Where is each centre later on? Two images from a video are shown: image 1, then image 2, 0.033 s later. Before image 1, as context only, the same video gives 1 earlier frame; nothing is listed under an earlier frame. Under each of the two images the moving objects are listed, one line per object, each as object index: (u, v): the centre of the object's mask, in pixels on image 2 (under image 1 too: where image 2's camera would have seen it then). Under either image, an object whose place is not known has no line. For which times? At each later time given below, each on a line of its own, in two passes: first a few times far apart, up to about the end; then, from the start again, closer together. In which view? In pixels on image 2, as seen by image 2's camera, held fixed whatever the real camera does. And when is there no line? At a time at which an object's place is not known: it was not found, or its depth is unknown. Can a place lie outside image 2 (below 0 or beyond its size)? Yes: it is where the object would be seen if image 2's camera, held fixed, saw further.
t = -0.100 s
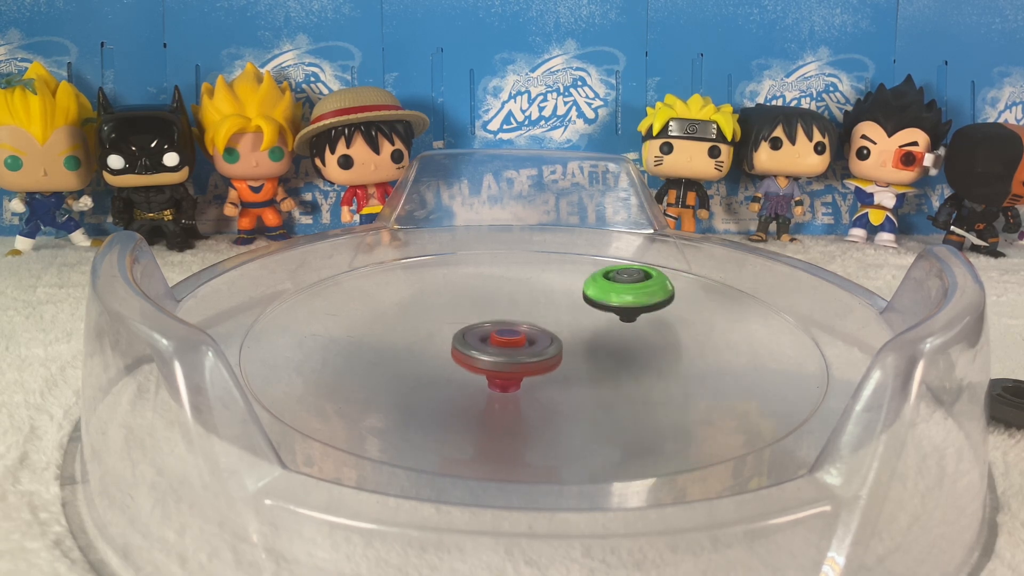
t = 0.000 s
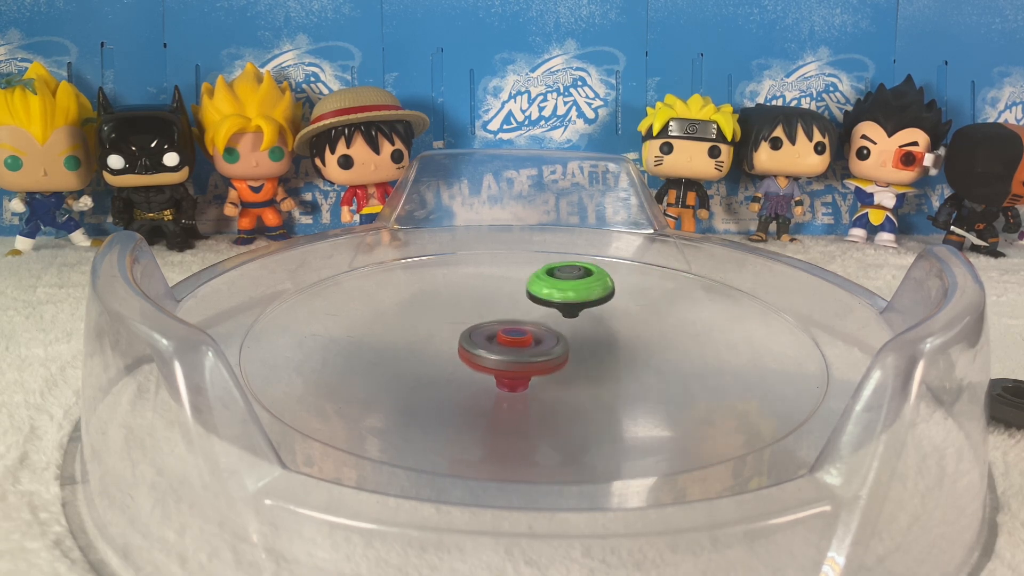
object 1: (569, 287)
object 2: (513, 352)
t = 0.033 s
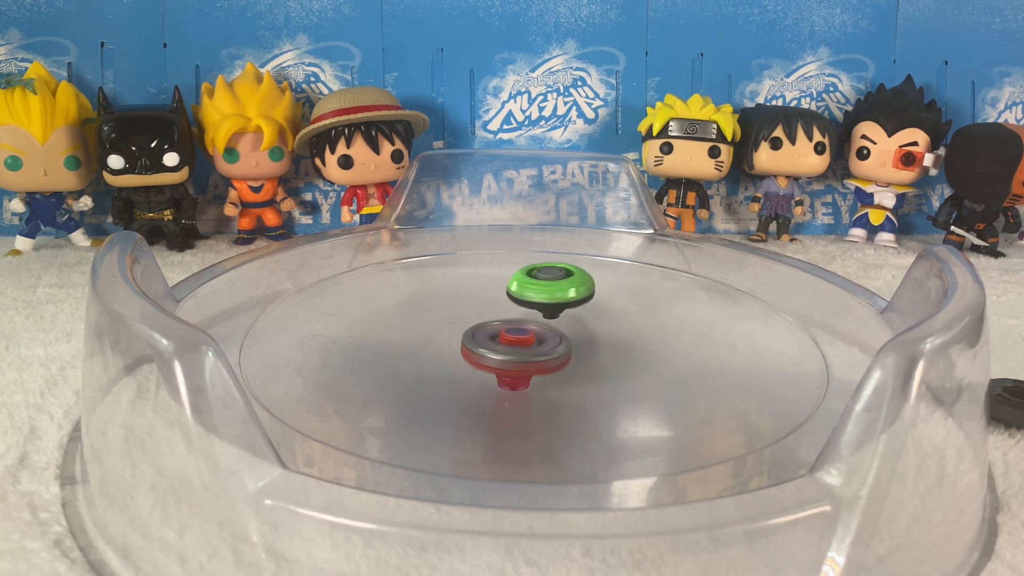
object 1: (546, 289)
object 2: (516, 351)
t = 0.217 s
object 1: (445, 308)
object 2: (517, 344)
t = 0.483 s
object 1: (390, 357)
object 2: (528, 344)
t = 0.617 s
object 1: (433, 383)
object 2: (524, 338)
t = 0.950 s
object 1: (603, 375)
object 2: (499, 334)
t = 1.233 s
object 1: (593, 318)
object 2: (516, 344)
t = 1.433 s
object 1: (521, 294)
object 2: (543, 343)
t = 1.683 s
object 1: (449, 309)
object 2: (543, 328)
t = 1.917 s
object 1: (411, 341)
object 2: (555, 329)
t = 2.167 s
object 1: (493, 378)
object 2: (547, 327)
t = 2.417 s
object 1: (616, 371)
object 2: (540, 330)
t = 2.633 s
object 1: (651, 338)
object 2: (527, 336)
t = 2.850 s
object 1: (623, 312)
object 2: (529, 348)
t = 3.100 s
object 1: (532, 308)
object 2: (569, 350)
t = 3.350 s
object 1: (452, 334)
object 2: (566, 339)
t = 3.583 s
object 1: (437, 367)
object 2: (539, 342)
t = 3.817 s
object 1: (495, 388)
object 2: (542, 341)
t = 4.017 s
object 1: (555, 387)
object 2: (545, 332)
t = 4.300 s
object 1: (623, 367)
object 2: (485, 314)
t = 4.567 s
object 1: (586, 328)
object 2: (461, 342)
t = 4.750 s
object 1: (525, 308)
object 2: (517, 356)
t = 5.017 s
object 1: (450, 320)
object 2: (569, 332)
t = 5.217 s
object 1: (442, 342)
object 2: (535, 316)
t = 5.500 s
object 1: (511, 374)
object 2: (497, 319)
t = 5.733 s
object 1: (623, 379)
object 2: (513, 327)
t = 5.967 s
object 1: (661, 350)
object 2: (525, 331)
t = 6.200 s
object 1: (612, 328)
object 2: (510, 330)
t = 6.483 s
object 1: (567, 314)
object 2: (501, 352)
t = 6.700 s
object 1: (495, 321)
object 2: (563, 356)
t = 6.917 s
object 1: (460, 346)
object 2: (571, 335)
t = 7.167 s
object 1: (476, 372)
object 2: (524, 328)
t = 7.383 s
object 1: (523, 392)
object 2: (520, 328)
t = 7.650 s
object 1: (591, 377)
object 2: (517, 334)
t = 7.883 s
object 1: (604, 351)
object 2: (509, 327)
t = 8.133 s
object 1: (593, 326)
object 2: (494, 336)
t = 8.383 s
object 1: (561, 309)
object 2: (504, 345)
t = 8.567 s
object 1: (532, 303)
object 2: (508, 352)
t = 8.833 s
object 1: (495, 307)
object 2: (532, 352)
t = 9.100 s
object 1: (472, 320)
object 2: (552, 352)
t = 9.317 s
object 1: (452, 329)
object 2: (589, 353)
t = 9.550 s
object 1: (468, 349)
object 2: (579, 345)
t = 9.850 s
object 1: (486, 368)
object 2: (584, 337)
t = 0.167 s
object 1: (476, 298)
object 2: (518, 346)
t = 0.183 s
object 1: (467, 301)
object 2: (518, 345)
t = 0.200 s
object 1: (453, 304)
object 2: (517, 344)
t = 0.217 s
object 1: (445, 308)
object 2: (517, 344)
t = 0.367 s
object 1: (395, 331)
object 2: (526, 346)
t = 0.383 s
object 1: (392, 334)
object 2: (527, 346)
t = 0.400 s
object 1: (390, 338)
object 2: (527, 346)
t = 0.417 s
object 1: (388, 342)
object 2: (527, 346)
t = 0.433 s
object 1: (387, 345)
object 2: (527, 345)
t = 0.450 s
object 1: (387, 349)
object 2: (527, 345)
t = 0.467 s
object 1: (388, 353)
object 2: (527, 344)
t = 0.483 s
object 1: (390, 357)
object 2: (528, 344)
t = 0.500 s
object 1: (392, 360)
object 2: (528, 343)
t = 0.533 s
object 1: (400, 367)
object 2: (528, 342)
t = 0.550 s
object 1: (405, 371)
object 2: (527, 341)
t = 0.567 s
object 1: (411, 374)
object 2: (527, 340)
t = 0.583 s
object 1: (418, 377)
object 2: (527, 340)
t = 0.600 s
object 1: (425, 380)
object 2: (526, 339)
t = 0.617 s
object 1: (433, 383)
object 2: (524, 338)
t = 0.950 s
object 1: (603, 375)
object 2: (499, 334)
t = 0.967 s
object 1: (608, 372)
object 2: (497, 334)
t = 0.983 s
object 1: (611, 369)
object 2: (497, 335)
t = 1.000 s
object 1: (614, 365)
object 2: (497, 336)
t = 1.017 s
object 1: (616, 362)
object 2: (496, 337)
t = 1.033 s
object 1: (618, 359)
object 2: (496, 337)
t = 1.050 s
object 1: (618, 355)
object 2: (497, 338)
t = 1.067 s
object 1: (618, 351)
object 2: (497, 339)
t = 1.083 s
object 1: (617, 348)
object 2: (499, 339)
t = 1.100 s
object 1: (616, 345)
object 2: (499, 340)
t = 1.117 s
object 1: (614, 341)
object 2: (501, 341)
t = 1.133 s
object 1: (612, 337)
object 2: (503, 341)
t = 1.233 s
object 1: (593, 318)
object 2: (516, 344)
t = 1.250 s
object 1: (588, 315)
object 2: (518, 344)
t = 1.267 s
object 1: (584, 312)
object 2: (520, 345)
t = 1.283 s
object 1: (578, 308)
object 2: (523, 345)
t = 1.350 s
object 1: (554, 299)
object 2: (533, 345)
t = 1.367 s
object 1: (547, 297)
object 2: (535, 345)
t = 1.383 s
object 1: (540, 296)
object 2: (538, 344)
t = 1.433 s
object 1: (521, 294)
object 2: (543, 343)
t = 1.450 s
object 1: (515, 294)
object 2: (545, 342)
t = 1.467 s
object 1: (509, 294)
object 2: (546, 341)
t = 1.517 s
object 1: (492, 296)
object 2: (549, 338)
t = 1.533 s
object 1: (487, 297)
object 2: (550, 337)
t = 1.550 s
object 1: (481, 297)
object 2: (550, 336)
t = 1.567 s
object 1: (477, 299)
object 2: (550, 335)
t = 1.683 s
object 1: (449, 309)
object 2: (543, 328)
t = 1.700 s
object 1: (445, 311)
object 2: (543, 328)
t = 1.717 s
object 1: (443, 313)
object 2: (542, 327)
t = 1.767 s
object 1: (437, 320)
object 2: (539, 327)
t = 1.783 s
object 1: (435, 322)
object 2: (537, 328)
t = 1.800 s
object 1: (427, 323)
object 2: (541, 328)
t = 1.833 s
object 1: (415, 327)
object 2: (549, 328)
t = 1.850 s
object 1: (412, 329)
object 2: (551, 328)
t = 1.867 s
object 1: (411, 332)
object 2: (553, 329)
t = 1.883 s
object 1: (410, 335)
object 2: (554, 329)
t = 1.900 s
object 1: (410, 338)
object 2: (555, 329)
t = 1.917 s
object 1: (411, 341)
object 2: (555, 329)
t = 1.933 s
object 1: (412, 344)
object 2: (556, 329)
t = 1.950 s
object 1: (414, 348)
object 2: (555, 329)
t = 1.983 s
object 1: (420, 353)
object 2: (554, 329)
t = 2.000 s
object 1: (423, 357)
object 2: (554, 328)
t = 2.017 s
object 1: (428, 359)
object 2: (553, 328)
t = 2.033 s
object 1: (433, 362)
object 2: (552, 328)
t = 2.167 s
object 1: (493, 378)
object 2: (547, 327)
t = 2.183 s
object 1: (502, 379)
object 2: (547, 327)
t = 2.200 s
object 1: (511, 380)
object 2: (546, 326)
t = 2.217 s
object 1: (520, 380)
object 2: (545, 326)
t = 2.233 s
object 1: (529, 380)
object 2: (544, 326)
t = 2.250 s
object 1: (537, 380)
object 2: (543, 326)
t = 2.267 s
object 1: (546, 380)
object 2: (542, 326)
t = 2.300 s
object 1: (563, 378)
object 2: (539, 327)
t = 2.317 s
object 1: (571, 378)
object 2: (538, 327)
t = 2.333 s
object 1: (580, 377)
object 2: (538, 328)
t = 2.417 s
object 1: (616, 371)
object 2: (540, 330)
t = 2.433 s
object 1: (622, 369)
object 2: (540, 331)
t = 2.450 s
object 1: (627, 366)
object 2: (540, 331)
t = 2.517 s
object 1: (635, 356)
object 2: (539, 334)
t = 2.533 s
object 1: (642, 353)
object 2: (538, 334)
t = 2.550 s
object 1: (643, 350)
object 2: (538, 335)
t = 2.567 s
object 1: (643, 348)
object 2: (538, 336)
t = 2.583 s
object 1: (643, 346)
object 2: (539, 336)
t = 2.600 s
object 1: (649, 343)
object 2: (535, 336)
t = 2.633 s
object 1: (651, 338)
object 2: (527, 336)
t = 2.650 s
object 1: (657, 335)
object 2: (525, 336)
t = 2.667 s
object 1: (657, 333)
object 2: (524, 336)
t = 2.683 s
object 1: (657, 330)
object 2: (523, 337)
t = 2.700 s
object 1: (655, 328)
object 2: (523, 337)
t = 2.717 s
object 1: (648, 326)
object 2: (523, 338)
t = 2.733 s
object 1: (650, 323)
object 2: (523, 339)
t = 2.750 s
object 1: (642, 321)
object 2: (524, 340)
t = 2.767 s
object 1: (644, 319)
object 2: (525, 341)
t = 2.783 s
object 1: (641, 317)
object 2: (525, 343)
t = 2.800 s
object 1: (636, 316)
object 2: (526, 344)
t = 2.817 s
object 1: (632, 315)
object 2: (526, 345)
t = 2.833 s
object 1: (623, 314)
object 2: (527, 347)
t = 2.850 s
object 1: (623, 312)
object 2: (529, 348)
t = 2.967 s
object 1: (586, 306)
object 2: (547, 353)
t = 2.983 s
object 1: (579, 305)
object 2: (550, 354)
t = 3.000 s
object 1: (573, 305)
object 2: (553, 353)
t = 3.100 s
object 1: (532, 308)
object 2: (569, 350)
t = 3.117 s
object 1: (524, 309)
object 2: (571, 350)
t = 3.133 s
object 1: (518, 311)
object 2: (574, 350)
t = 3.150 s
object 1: (512, 312)
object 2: (576, 350)
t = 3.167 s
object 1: (506, 314)
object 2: (577, 350)
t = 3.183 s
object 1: (500, 315)
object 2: (577, 349)
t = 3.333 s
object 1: (455, 332)
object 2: (568, 339)
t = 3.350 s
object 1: (452, 334)
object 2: (566, 339)
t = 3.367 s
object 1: (449, 336)
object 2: (563, 338)
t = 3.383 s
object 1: (446, 339)
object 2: (560, 338)
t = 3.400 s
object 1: (444, 341)
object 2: (557, 337)
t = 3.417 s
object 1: (443, 344)
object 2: (554, 337)
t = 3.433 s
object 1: (441, 346)
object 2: (551, 338)
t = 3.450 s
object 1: (440, 349)
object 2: (548, 338)
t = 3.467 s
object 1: (440, 351)
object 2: (545, 338)
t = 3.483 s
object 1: (440, 353)
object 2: (542, 339)
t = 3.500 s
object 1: (441, 356)
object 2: (540, 339)
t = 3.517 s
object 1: (442, 358)
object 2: (538, 340)
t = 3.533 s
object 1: (440, 360)
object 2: (538, 341)
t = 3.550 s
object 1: (437, 363)
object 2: (539, 341)
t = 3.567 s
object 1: (437, 365)
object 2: (539, 341)
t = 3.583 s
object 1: (437, 367)
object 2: (539, 342)
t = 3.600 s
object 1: (439, 370)
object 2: (539, 343)
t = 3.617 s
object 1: (441, 371)
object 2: (539, 343)
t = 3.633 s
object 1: (444, 374)
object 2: (539, 344)
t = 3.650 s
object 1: (447, 375)
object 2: (538, 345)
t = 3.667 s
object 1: (451, 377)
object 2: (537, 345)
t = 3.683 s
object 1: (455, 379)
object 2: (537, 345)
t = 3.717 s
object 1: (465, 382)
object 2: (537, 345)
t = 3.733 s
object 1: (470, 383)
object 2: (537, 344)
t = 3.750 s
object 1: (476, 384)
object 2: (537, 343)
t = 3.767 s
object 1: (481, 385)
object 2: (537, 343)
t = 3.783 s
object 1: (487, 385)
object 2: (538, 342)
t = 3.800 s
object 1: (492, 386)
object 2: (540, 342)
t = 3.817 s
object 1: (495, 388)
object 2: (542, 341)
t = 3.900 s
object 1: (519, 392)
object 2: (551, 337)
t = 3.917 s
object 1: (524, 392)
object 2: (552, 336)
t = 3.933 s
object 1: (530, 392)
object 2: (552, 335)
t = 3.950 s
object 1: (535, 391)
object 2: (552, 334)
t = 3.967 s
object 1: (541, 390)
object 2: (551, 334)
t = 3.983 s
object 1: (546, 390)
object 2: (549, 333)
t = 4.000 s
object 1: (551, 389)
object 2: (547, 332)
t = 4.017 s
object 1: (555, 387)
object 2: (545, 332)
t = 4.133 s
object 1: (579, 375)
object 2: (527, 330)
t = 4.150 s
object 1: (581, 373)
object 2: (524, 330)
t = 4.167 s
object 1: (589, 374)
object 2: (521, 329)
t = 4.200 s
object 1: (603, 376)
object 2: (511, 322)
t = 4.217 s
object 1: (609, 376)
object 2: (506, 319)
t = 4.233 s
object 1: (613, 375)
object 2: (501, 317)
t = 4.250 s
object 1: (616, 373)
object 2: (497, 316)
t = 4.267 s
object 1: (619, 371)
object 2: (493, 314)
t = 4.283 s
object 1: (621, 369)
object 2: (489, 314)
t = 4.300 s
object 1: (623, 367)
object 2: (485, 314)
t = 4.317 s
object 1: (623, 364)
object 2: (481, 314)
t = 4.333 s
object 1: (624, 362)
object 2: (477, 314)
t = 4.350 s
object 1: (624, 359)
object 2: (473, 315)
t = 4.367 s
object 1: (624, 357)
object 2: (470, 317)
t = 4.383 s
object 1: (623, 354)
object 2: (466, 318)
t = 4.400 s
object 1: (621, 351)
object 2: (464, 320)
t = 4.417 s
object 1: (619, 349)
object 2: (461, 322)
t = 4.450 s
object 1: (614, 344)
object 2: (457, 325)
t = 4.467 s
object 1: (611, 341)
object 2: (455, 328)
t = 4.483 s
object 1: (608, 339)
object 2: (455, 330)
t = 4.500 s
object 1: (604, 336)
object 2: (455, 332)
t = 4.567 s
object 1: (586, 328)
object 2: (461, 342)
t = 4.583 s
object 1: (581, 326)
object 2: (464, 344)
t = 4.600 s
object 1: (575, 324)
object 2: (468, 346)
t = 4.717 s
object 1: (538, 310)
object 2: (505, 355)
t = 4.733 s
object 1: (532, 309)
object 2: (511, 356)
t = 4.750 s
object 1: (525, 308)
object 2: (517, 356)
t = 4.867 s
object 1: (484, 310)
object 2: (554, 349)
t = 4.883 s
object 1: (480, 311)
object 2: (557, 348)
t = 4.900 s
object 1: (475, 312)
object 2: (560, 346)
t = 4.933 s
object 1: (468, 314)
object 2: (565, 343)
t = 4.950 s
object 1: (464, 315)
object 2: (567, 341)
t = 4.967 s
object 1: (460, 316)
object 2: (568, 338)
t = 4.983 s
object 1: (456, 317)
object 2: (569, 336)
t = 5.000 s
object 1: (453, 318)
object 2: (569, 334)
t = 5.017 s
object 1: (450, 320)
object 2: (569, 332)
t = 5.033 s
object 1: (447, 321)
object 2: (568, 330)
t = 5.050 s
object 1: (445, 322)
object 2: (567, 328)
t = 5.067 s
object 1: (443, 324)
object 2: (565, 327)
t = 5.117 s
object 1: (439, 329)
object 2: (557, 322)
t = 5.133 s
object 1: (438, 332)
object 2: (554, 320)
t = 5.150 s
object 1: (438, 333)
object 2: (551, 319)
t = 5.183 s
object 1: (440, 337)
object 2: (544, 317)
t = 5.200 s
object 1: (440, 340)
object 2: (540, 316)
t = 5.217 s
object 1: (442, 342)
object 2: (535, 316)
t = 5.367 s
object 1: (465, 362)
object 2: (507, 312)
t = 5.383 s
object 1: (470, 365)
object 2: (506, 313)
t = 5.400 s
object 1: (475, 366)
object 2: (504, 313)
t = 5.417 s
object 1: (480, 368)
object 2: (503, 314)
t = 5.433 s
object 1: (486, 369)
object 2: (502, 314)
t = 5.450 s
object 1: (491, 371)
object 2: (501, 316)
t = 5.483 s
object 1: (504, 373)
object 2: (498, 318)
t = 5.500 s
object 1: (511, 374)
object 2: (497, 319)
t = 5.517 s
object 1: (517, 375)
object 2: (496, 321)
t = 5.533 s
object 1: (524, 375)
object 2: (496, 323)
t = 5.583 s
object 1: (544, 376)
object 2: (499, 328)
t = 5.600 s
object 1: (550, 376)
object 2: (500, 329)
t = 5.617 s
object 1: (561, 378)
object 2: (502, 330)
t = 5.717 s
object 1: (616, 380)
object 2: (512, 327)
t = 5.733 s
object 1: (623, 379)
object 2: (513, 327)
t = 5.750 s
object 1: (630, 377)
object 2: (515, 328)
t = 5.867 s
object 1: (659, 363)
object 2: (523, 332)
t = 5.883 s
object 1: (661, 361)
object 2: (524, 332)
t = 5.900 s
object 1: (662, 358)
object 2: (524, 332)
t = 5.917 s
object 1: (662, 356)
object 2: (525, 332)
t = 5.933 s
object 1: (663, 354)
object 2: (525, 332)
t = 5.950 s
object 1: (662, 352)
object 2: (525, 332)
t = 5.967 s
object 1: (661, 350)
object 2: (525, 331)
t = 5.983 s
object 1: (660, 348)
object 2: (525, 330)
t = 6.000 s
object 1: (651, 347)
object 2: (525, 329)
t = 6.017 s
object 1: (655, 344)
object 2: (524, 329)
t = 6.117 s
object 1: (632, 335)
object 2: (521, 328)
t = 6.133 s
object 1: (628, 333)
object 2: (521, 328)
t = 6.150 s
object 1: (617, 333)
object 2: (521, 329)
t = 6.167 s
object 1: (623, 331)
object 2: (517, 329)
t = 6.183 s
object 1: (622, 329)
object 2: (513, 330)
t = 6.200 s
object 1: (612, 328)
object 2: (510, 330)
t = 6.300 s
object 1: (610, 321)
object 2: (491, 334)
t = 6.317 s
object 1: (608, 320)
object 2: (488, 335)
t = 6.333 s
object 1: (606, 319)
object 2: (486, 337)
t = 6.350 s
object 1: (602, 318)
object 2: (485, 338)
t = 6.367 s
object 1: (598, 317)
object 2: (485, 340)
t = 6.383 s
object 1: (593, 317)
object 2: (485, 342)
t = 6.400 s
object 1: (589, 316)
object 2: (487, 343)
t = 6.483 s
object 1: (567, 314)
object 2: (501, 352)
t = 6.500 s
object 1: (563, 313)
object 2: (505, 354)
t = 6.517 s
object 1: (557, 311)
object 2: (509, 355)
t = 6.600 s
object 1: (529, 311)
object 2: (535, 358)
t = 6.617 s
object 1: (522, 312)
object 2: (540, 358)
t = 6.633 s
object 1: (516, 313)
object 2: (545, 358)
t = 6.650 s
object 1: (511, 315)
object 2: (550, 358)
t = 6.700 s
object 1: (495, 321)
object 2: (563, 356)
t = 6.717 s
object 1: (492, 324)
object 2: (567, 355)
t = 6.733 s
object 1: (488, 326)
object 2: (570, 353)
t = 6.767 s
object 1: (481, 329)
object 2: (575, 350)
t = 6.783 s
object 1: (478, 331)
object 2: (577, 349)
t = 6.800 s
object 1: (475, 333)
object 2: (578, 347)
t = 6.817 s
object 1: (473, 334)
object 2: (579, 345)
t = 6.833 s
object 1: (469, 336)
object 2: (579, 344)
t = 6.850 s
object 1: (467, 338)
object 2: (579, 342)
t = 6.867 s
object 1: (465, 340)
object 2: (577, 340)
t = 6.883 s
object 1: (463, 342)
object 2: (576, 338)
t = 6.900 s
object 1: (461, 344)
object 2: (573, 337)
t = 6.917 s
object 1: (460, 346)
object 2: (571, 335)
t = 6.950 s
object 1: (459, 349)
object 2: (564, 333)
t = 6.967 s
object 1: (458, 351)
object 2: (560, 332)
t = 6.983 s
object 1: (459, 353)
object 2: (557, 331)
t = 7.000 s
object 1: (459, 355)
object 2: (553, 331)
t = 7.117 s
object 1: (469, 368)
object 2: (530, 329)
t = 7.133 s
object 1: (470, 369)
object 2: (528, 328)
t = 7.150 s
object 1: (473, 370)
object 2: (526, 328)
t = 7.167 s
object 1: (476, 372)
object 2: (524, 328)
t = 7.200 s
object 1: (482, 374)
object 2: (521, 328)
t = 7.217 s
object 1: (486, 375)
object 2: (520, 329)
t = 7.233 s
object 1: (487, 379)
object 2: (520, 329)
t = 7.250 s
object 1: (488, 382)
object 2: (522, 329)
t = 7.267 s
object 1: (490, 385)
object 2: (523, 328)
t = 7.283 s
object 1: (493, 387)
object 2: (524, 328)
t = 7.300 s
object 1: (497, 388)
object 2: (525, 327)
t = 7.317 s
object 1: (501, 390)
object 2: (525, 327)
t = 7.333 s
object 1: (506, 390)
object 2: (525, 327)
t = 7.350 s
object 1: (512, 391)
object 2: (524, 327)
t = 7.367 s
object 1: (517, 392)
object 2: (522, 327)
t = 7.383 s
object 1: (523, 392)
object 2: (520, 328)
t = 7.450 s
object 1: (545, 392)
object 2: (514, 331)
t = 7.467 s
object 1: (550, 392)
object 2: (513, 332)
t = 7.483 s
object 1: (555, 391)
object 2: (513, 333)
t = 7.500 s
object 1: (560, 390)
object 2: (513, 334)
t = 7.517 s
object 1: (564, 389)
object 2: (513, 334)
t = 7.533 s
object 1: (569, 388)
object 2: (513, 335)
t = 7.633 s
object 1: (588, 379)
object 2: (517, 335)
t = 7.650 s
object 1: (591, 377)
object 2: (517, 334)
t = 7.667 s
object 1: (592, 375)
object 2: (517, 333)
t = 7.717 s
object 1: (594, 369)
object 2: (518, 332)
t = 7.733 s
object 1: (596, 367)
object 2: (518, 332)
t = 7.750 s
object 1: (601, 366)
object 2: (516, 330)
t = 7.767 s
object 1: (605, 365)
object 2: (514, 328)
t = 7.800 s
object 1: (607, 362)
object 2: (511, 326)
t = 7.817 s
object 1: (600, 359)
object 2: (510, 325)
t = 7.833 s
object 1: (607, 357)
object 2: (510, 325)
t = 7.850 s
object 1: (606, 355)
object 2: (510, 326)
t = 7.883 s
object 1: (604, 351)
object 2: (509, 327)
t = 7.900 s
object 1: (601, 349)
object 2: (505, 327)
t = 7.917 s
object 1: (606, 348)
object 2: (501, 326)
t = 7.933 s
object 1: (614, 346)
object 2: (497, 326)
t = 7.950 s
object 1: (615, 345)
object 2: (495, 326)
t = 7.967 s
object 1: (615, 343)
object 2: (493, 326)
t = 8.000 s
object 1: (607, 339)
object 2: (491, 328)
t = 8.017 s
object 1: (611, 337)
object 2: (490, 329)
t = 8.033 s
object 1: (609, 336)
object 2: (490, 330)
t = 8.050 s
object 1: (607, 334)
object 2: (490, 331)
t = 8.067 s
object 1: (605, 332)
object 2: (491, 332)
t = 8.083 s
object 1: (597, 330)
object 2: (491, 333)
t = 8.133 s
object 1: (593, 326)
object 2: (494, 336)
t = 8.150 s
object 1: (590, 325)
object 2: (495, 337)
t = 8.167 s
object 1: (584, 323)
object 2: (494, 338)
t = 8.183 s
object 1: (584, 321)
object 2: (491, 339)
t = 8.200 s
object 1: (589, 319)
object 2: (489, 340)
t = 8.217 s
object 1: (588, 317)
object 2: (488, 341)
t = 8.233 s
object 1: (586, 316)
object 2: (487, 342)
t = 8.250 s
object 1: (584, 315)
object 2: (487, 342)
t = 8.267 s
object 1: (581, 314)
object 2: (488, 343)
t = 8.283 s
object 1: (578, 314)
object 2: (490, 343)
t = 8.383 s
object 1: (561, 309)
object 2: (504, 345)
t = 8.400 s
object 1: (558, 308)
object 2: (506, 345)
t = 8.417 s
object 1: (555, 307)
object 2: (507, 345)
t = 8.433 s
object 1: (553, 306)
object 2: (508, 346)
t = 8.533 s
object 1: (537, 303)
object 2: (507, 351)
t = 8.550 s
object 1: (535, 303)
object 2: (507, 352)
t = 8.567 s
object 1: (532, 303)
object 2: (508, 352)
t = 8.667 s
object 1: (516, 303)
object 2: (518, 350)
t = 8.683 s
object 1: (513, 303)
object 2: (520, 349)
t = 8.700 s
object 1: (510, 304)
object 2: (522, 350)
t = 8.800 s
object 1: (498, 305)
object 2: (530, 353)
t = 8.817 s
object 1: (497, 306)
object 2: (531, 353)
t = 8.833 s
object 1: (495, 307)
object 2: (532, 352)
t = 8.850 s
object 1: (493, 308)
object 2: (533, 352)
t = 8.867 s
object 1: (491, 309)
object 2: (534, 352)
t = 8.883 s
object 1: (489, 308)
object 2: (536, 352)
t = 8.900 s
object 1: (486, 308)
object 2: (539, 354)
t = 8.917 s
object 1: (484, 309)
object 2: (542, 355)
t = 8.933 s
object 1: (483, 309)
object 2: (544, 356)
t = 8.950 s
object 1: (481, 310)
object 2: (546, 356)
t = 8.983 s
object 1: (479, 311)
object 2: (549, 356)
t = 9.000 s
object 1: (477, 312)
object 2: (549, 356)
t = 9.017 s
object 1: (476, 314)
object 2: (551, 355)
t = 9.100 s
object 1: (472, 320)
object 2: (552, 352)
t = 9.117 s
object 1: (472, 322)
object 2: (552, 351)
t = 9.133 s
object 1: (471, 322)
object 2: (554, 351)
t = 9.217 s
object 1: (470, 329)
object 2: (563, 351)
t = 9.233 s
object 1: (470, 330)
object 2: (564, 351)
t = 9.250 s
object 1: (469, 330)
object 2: (569, 351)
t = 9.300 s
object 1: (454, 329)
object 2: (586, 353)
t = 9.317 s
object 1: (452, 329)
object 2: (589, 353)
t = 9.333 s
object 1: (451, 330)
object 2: (592, 353)
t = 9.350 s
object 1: (451, 331)
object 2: (593, 353)
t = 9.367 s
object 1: (451, 333)
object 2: (594, 353)
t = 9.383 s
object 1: (451, 334)
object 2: (594, 352)
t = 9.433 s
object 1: (453, 338)
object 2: (591, 350)
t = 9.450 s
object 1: (454, 340)
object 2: (590, 349)
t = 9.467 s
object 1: (456, 342)
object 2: (588, 348)
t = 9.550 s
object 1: (468, 349)
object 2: (579, 345)
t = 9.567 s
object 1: (471, 350)
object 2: (578, 345)
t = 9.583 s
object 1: (464, 351)
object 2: (585, 344)
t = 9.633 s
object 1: (452, 353)
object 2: (600, 342)
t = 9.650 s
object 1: (451, 354)
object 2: (602, 341)
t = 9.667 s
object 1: (452, 356)
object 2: (604, 341)
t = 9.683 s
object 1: (454, 357)
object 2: (604, 340)
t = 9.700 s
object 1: (457, 358)
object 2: (604, 340)
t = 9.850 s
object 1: (486, 368)
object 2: (584, 337)
